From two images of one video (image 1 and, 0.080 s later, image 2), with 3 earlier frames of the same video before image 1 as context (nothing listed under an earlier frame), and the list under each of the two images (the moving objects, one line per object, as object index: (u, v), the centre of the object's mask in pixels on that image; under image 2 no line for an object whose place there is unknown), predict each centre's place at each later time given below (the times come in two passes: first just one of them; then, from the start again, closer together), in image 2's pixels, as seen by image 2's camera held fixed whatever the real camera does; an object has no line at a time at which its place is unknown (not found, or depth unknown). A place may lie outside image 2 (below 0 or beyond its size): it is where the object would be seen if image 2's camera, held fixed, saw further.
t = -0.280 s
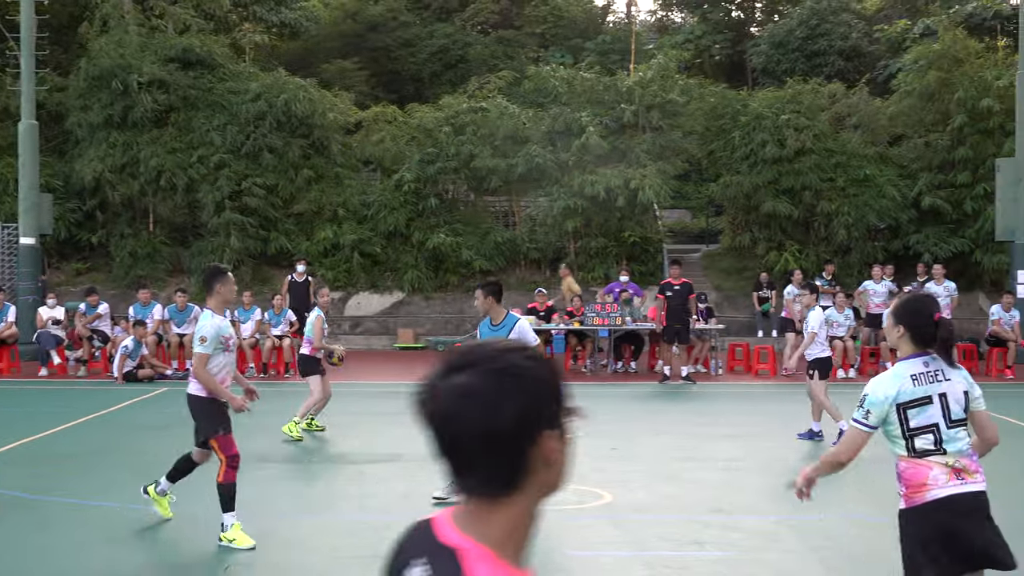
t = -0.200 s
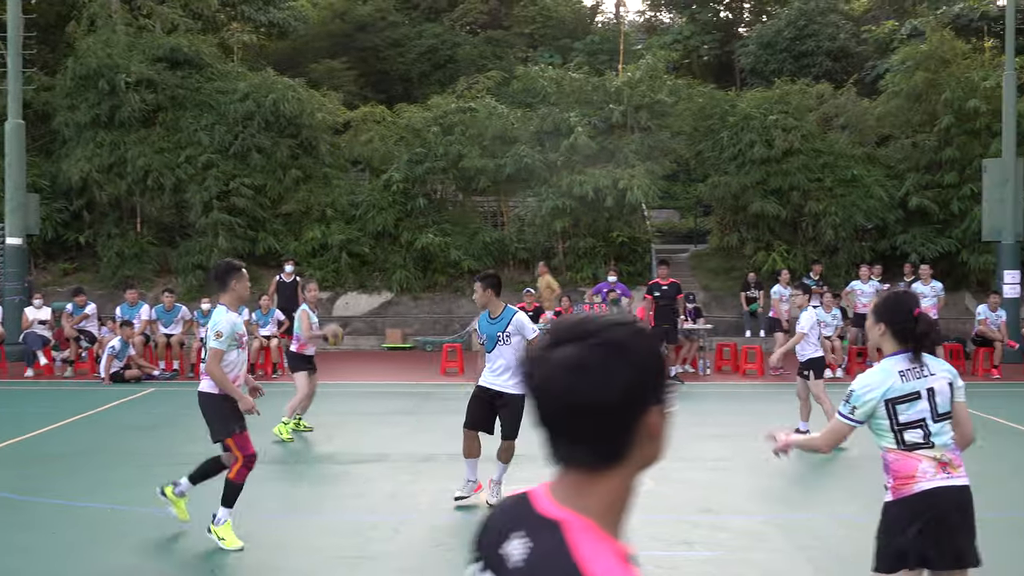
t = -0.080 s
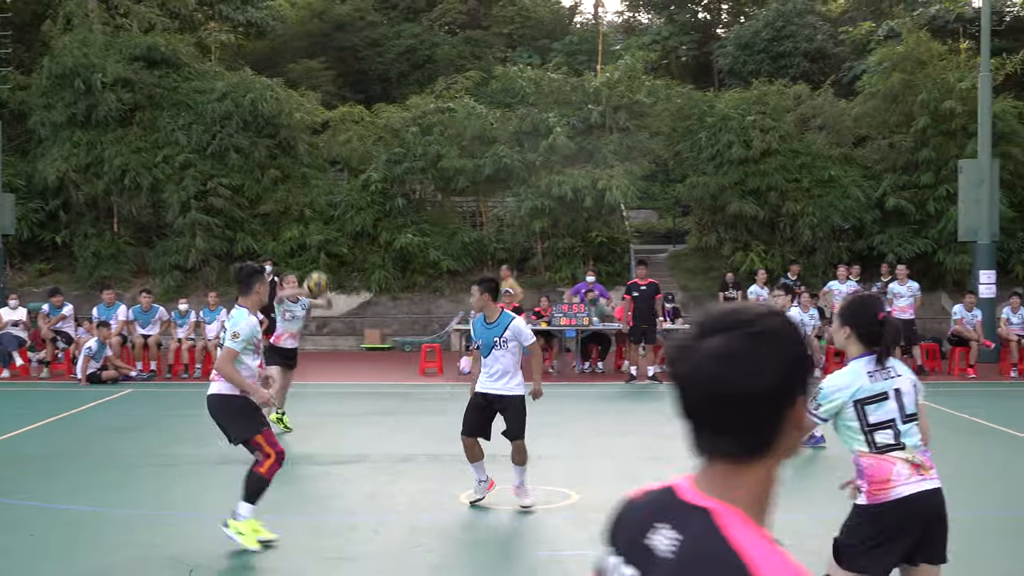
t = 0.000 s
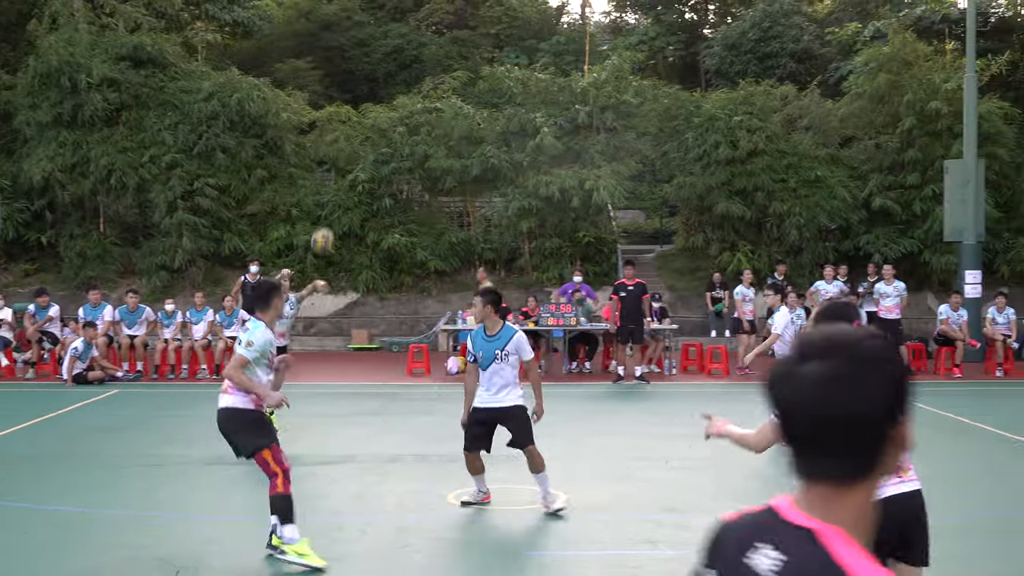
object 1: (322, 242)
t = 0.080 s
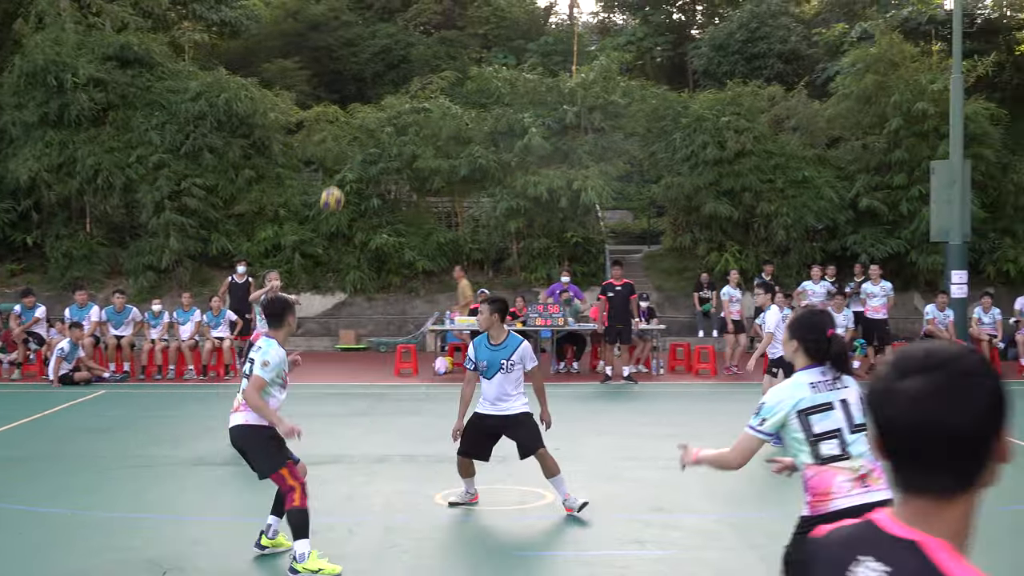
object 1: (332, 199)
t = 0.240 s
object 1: (382, 126)
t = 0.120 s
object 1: (343, 179)
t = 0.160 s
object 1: (355, 160)
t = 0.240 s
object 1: (382, 126)
